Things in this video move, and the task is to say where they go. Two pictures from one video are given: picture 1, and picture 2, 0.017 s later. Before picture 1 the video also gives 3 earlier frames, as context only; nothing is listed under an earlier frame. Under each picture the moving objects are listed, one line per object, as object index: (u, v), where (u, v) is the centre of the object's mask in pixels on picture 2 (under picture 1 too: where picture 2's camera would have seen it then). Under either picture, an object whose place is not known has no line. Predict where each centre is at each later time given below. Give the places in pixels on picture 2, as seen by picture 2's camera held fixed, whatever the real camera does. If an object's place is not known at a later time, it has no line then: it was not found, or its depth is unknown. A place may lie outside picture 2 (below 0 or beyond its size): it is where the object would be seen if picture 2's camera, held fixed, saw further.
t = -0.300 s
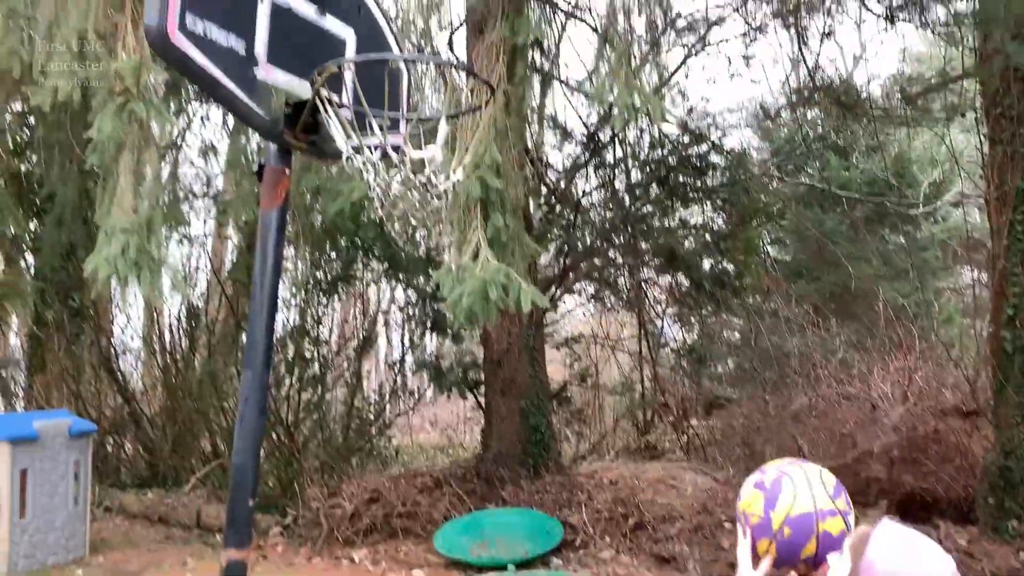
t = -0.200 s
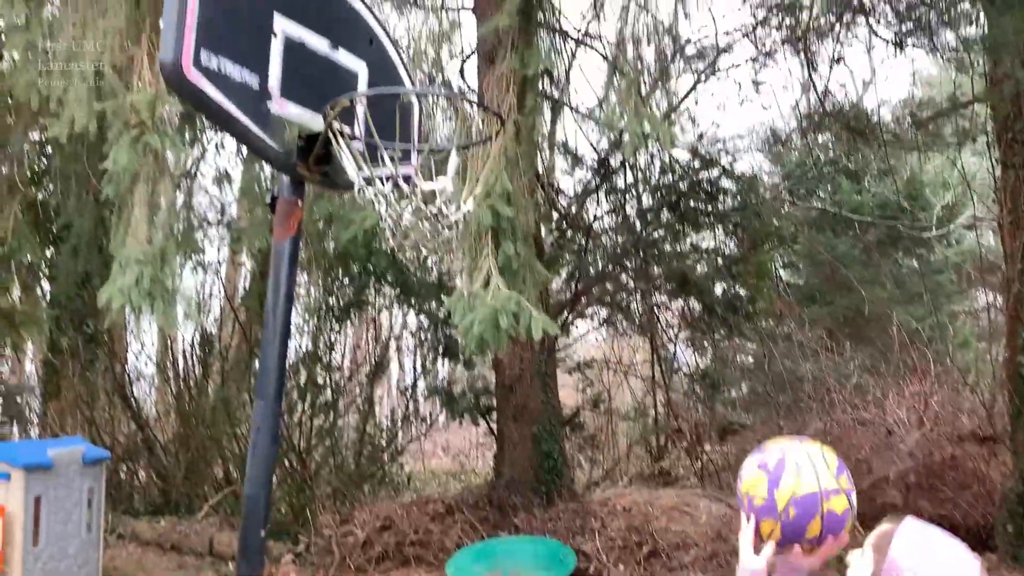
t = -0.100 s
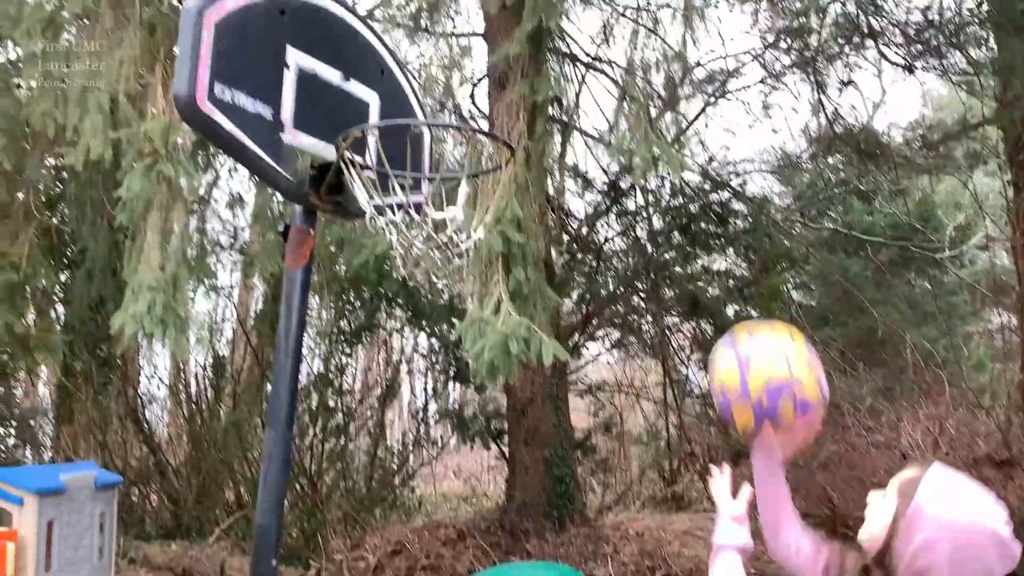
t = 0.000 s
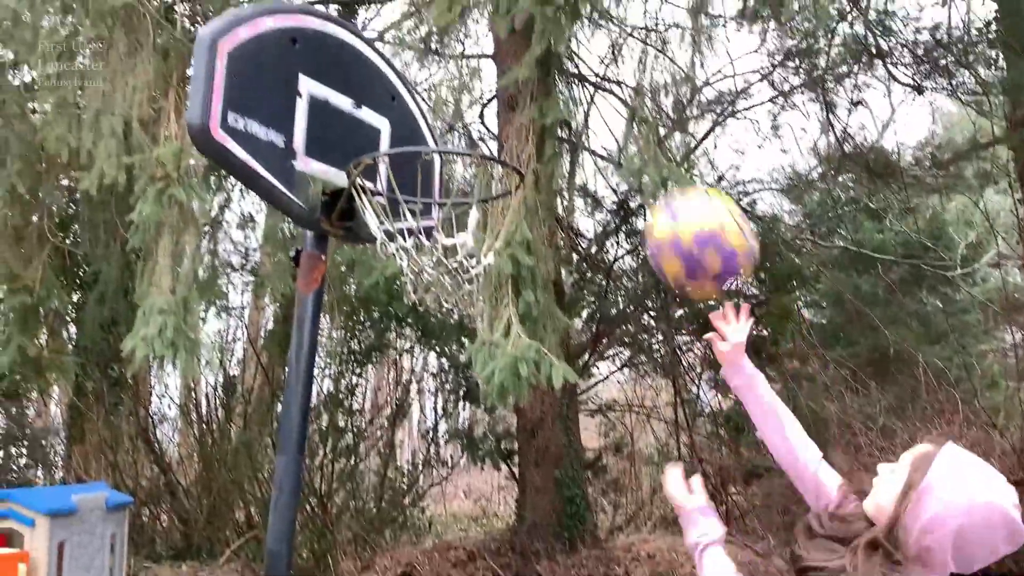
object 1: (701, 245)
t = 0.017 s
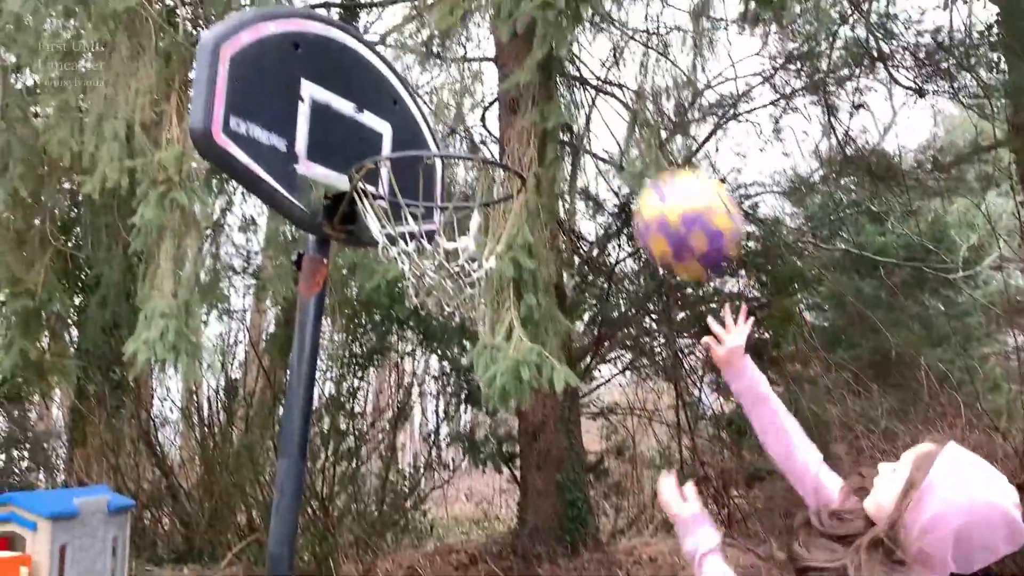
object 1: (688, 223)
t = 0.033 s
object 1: (674, 202)
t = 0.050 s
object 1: (662, 183)
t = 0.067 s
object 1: (649, 166)
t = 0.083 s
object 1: (638, 151)
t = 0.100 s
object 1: (625, 136)
